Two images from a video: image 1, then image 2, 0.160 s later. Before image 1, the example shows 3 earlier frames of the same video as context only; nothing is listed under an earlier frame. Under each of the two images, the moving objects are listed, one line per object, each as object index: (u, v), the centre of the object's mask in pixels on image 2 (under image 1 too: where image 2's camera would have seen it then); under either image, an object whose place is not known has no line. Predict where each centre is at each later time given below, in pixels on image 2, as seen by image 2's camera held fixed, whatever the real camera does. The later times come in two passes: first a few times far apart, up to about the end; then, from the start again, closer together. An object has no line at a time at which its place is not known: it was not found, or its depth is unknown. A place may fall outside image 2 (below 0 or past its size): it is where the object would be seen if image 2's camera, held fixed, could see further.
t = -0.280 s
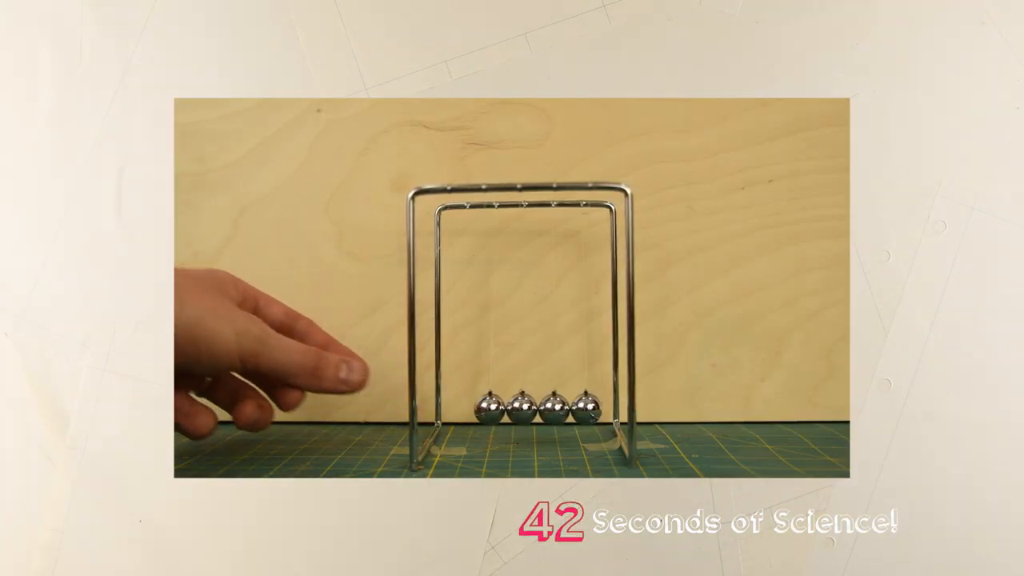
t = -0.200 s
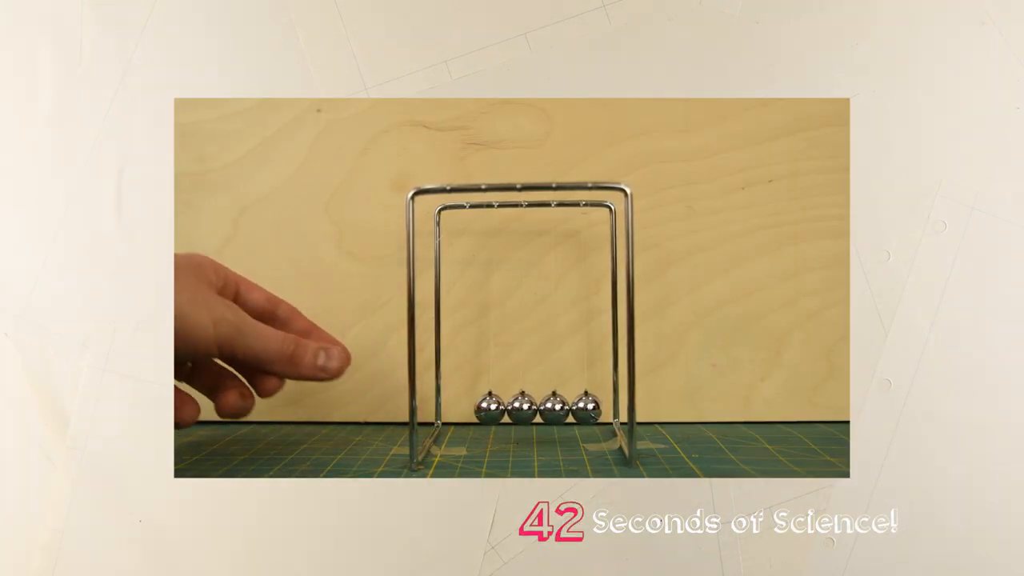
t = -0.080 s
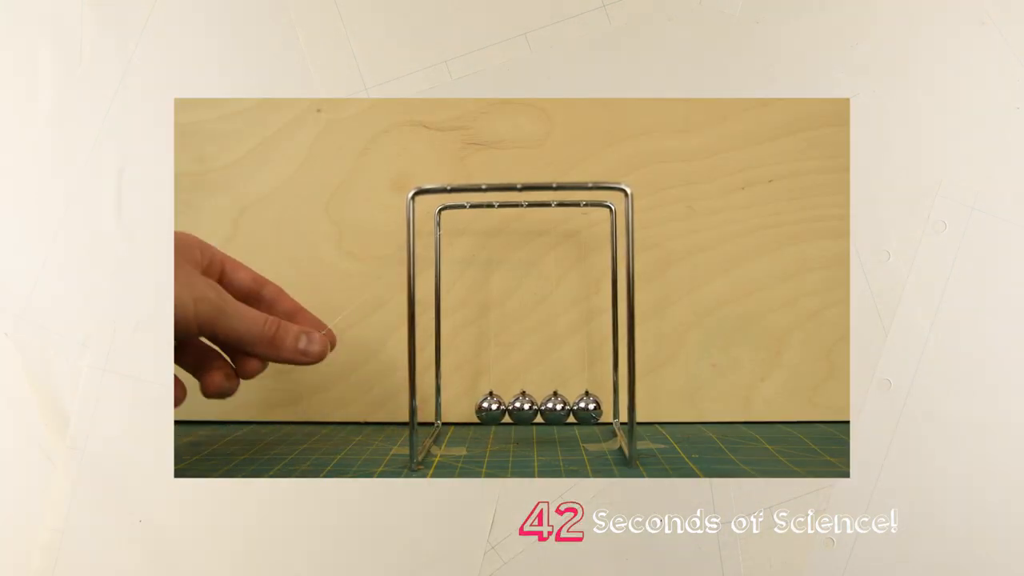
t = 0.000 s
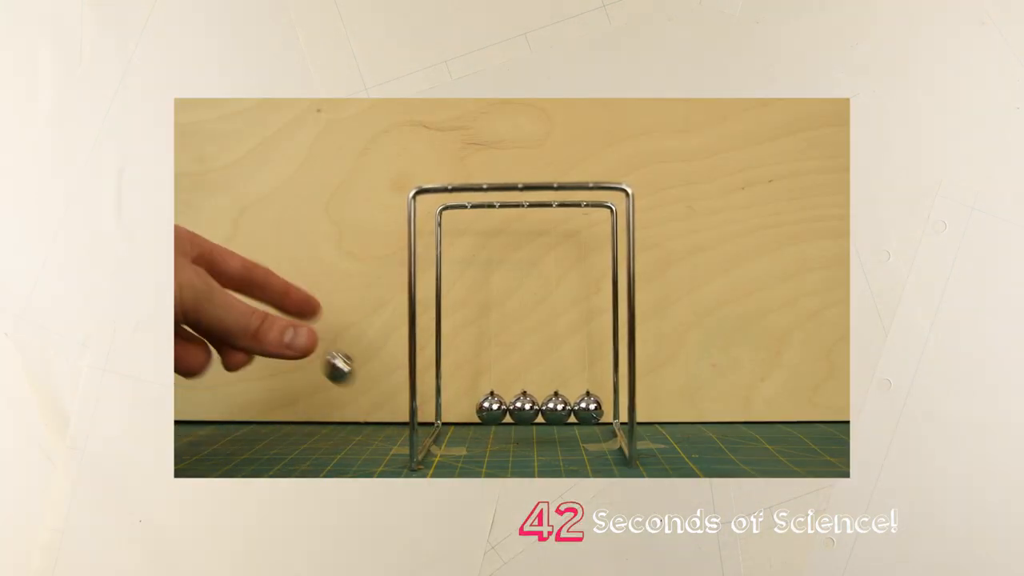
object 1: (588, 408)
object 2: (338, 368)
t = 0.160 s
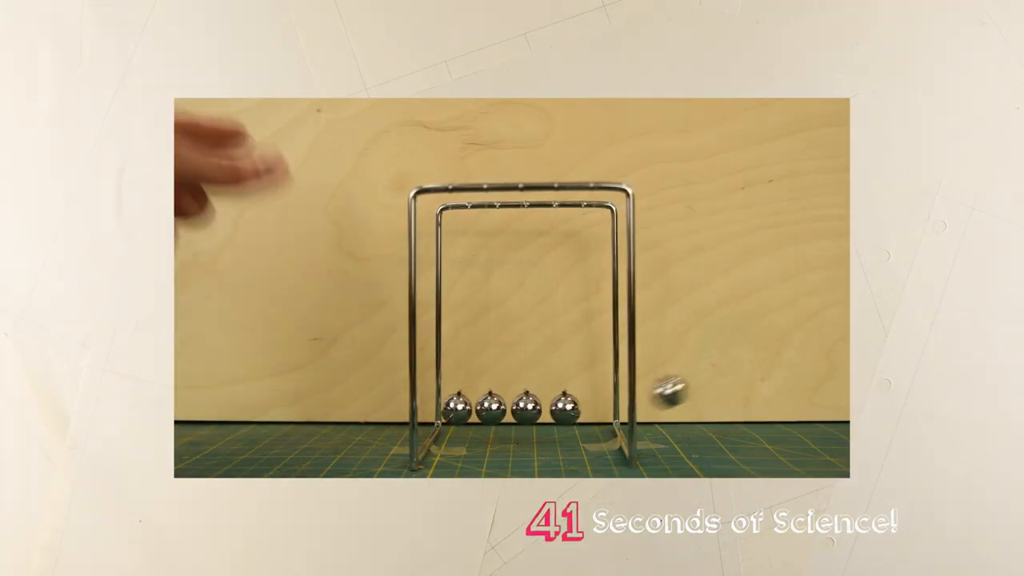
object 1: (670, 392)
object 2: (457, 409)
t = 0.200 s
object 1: (706, 371)
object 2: (454, 409)
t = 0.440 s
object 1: (596, 408)
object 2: (458, 409)
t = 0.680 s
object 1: (589, 409)
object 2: (336, 367)
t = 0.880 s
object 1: (694, 379)
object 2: (455, 409)
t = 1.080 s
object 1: (664, 394)
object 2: (459, 409)
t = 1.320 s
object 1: (586, 409)
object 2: (327, 359)
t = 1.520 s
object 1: (647, 401)
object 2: (455, 409)
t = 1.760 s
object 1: (666, 393)
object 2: (457, 409)
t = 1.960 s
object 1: (587, 408)
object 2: (337, 367)
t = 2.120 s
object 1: (592, 408)
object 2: (398, 401)
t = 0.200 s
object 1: (706, 371)
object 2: (454, 409)
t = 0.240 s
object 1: (726, 355)
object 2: (453, 409)
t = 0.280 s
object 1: (731, 349)
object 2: (453, 409)
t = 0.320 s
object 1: (723, 357)
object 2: (455, 409)
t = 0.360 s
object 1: (697, 377)
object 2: (457, 409)
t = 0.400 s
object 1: (654, 398)
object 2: (460, 409)
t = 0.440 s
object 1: (596, 408)
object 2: (458, 409)
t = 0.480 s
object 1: (593, 408)
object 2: (410, 402)
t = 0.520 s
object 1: (594, 408)
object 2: (367, 387)
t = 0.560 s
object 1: (594, 409)
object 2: (336, 367)
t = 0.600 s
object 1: (593, 408)
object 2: (322, 355)
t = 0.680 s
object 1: (589, 409)
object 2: (336, 367)
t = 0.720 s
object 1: (587, 408)
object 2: (368, 387)
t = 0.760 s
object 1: (591, 408)
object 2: (416, 405)
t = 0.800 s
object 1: (600, 407)
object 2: (453, 409)
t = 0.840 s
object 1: (655, 397)
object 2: (453, 409)
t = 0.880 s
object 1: (694, 379)
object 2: (455, 409)
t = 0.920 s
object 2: (457, 409)
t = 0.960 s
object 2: (460, 409)
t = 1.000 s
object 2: (463, 409)
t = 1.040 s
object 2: (463, 409)
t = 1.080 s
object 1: (664, 394)
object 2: (459, 409)
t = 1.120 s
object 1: (610, 408)
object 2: (455, 409)
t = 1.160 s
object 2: (428, 406)
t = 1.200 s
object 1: (594, 408)
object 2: (380, 393)
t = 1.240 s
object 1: (591, 408)
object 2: (348, 375)
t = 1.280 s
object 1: (588, 408)
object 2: (330, 362)
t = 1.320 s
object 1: (586, 409)
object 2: (327, 359)
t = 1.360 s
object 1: (586, 409)
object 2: (338, 368)
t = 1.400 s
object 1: (589, 408)
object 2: (364, 386)
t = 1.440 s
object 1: (593, 408)
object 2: (403, 401)
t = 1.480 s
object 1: (596, 408)
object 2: (451, 409)
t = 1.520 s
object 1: (647, 401)
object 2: (455, 409)
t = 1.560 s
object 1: (683, 385)
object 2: (458, 409)
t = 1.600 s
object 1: (709, 369)
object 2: (461, 409)
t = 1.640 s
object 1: (719, 360)
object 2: (463, 409)
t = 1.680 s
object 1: (717, 362)
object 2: (463, 409)
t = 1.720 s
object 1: (701, 375)
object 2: (461, 409)
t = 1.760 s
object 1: (666, 393)
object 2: (457, 409)
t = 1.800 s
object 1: (615, 407)
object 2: (455, 409)
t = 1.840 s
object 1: (595, 408)
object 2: (438, 407)
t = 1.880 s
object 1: (592, 409)
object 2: (390, 397)
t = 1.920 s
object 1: (589, 408)
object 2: (356, 381)
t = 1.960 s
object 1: (587, 408)
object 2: (337, 367)
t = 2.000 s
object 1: (586, 408)
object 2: (332, 363)
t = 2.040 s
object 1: (588, 408)
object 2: (340, 370)
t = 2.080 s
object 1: (591, 408)
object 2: (364, 385)
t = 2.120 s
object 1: (592, 408)
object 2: (398, 401)
